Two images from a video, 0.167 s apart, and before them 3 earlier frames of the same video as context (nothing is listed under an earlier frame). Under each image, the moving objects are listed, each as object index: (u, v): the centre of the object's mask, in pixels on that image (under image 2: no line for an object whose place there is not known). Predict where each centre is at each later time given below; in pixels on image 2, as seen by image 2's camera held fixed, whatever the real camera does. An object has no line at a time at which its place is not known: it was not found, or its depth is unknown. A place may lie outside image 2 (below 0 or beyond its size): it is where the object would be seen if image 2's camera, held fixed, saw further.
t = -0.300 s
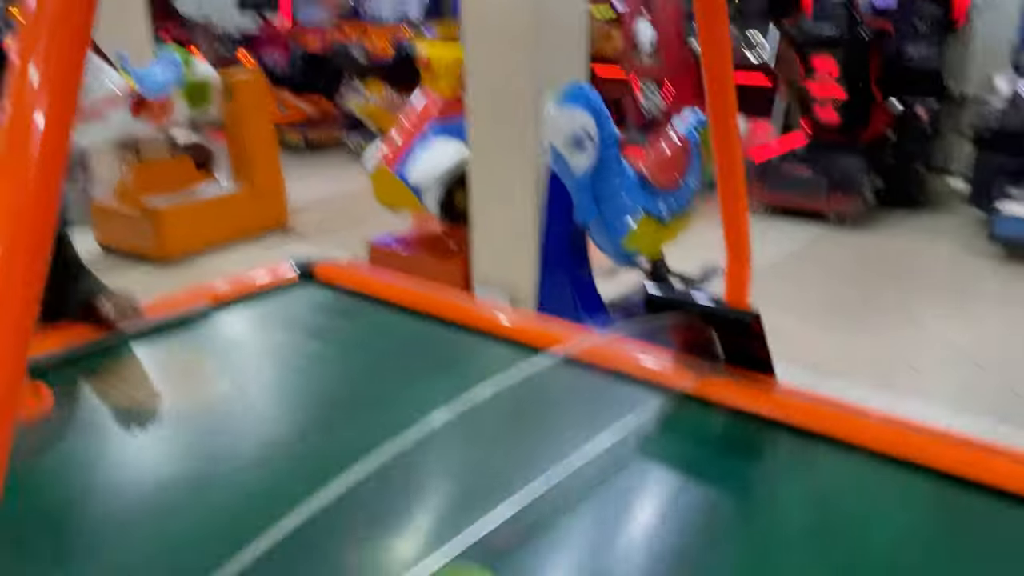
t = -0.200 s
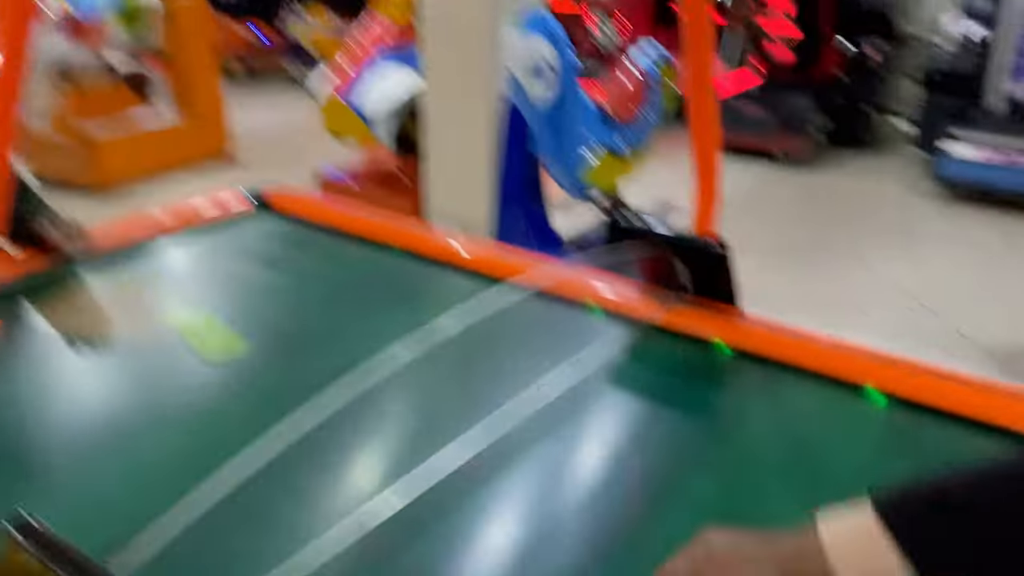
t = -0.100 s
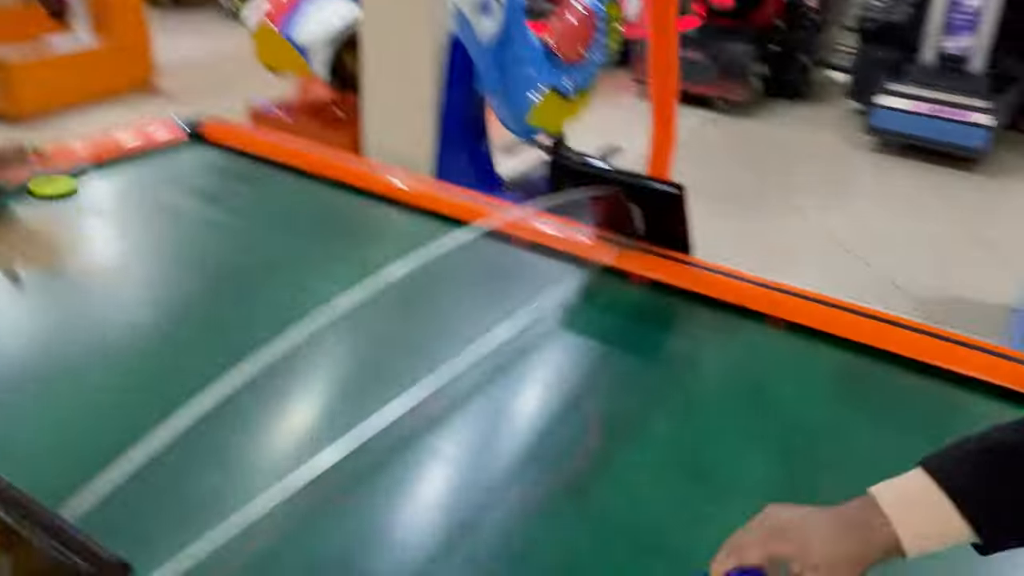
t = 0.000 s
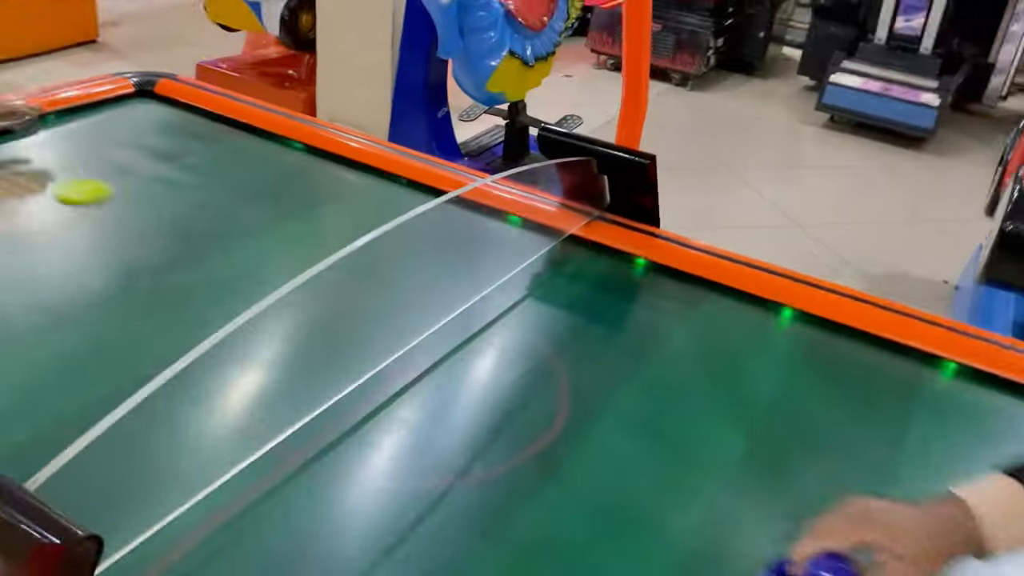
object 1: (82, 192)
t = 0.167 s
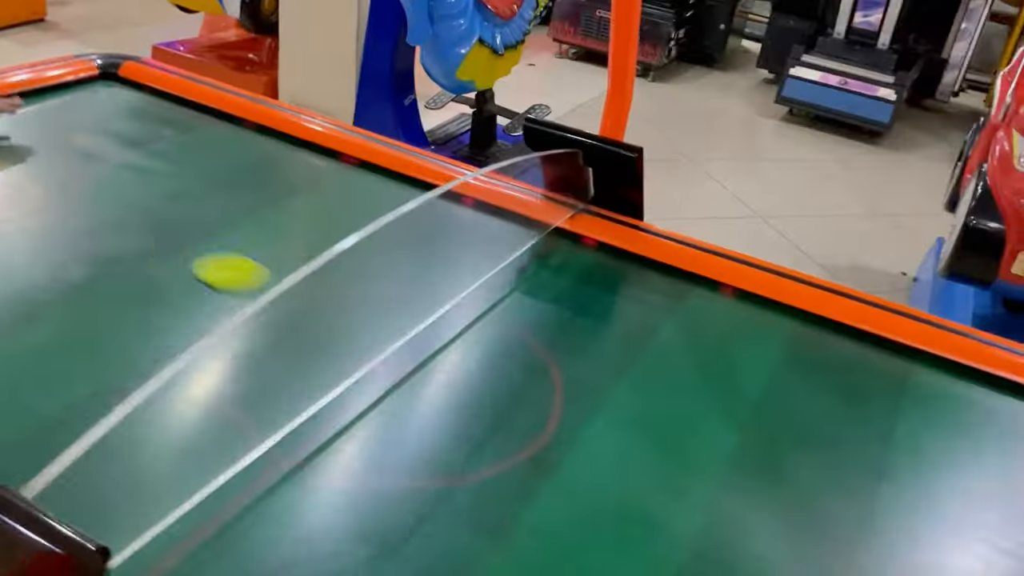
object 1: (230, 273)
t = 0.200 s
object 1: (277, 298)
